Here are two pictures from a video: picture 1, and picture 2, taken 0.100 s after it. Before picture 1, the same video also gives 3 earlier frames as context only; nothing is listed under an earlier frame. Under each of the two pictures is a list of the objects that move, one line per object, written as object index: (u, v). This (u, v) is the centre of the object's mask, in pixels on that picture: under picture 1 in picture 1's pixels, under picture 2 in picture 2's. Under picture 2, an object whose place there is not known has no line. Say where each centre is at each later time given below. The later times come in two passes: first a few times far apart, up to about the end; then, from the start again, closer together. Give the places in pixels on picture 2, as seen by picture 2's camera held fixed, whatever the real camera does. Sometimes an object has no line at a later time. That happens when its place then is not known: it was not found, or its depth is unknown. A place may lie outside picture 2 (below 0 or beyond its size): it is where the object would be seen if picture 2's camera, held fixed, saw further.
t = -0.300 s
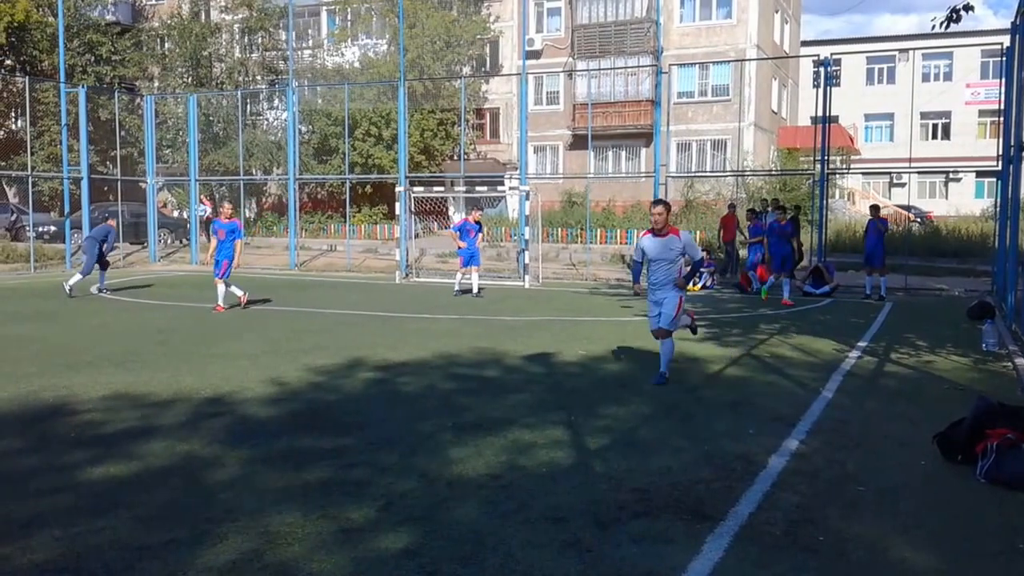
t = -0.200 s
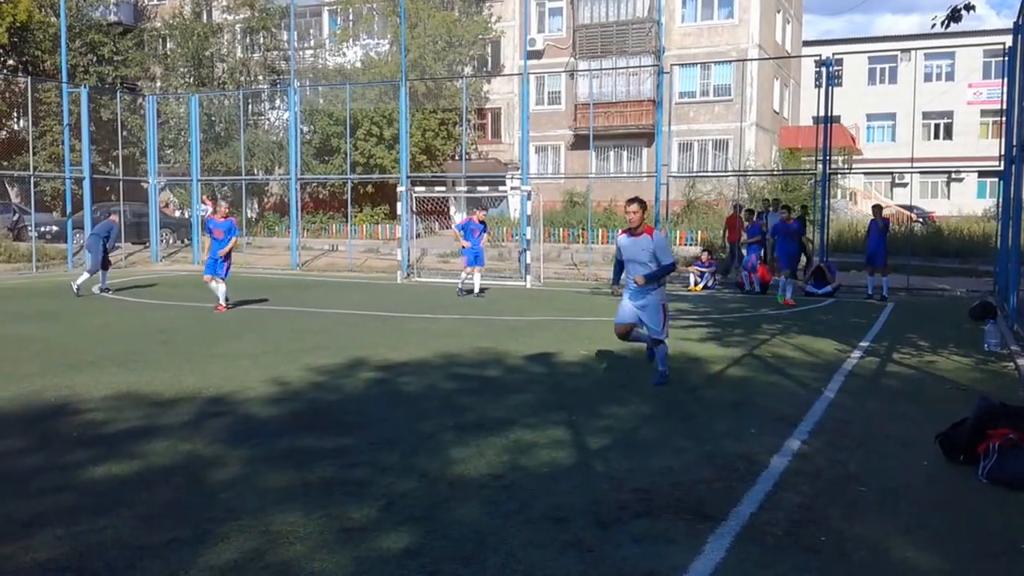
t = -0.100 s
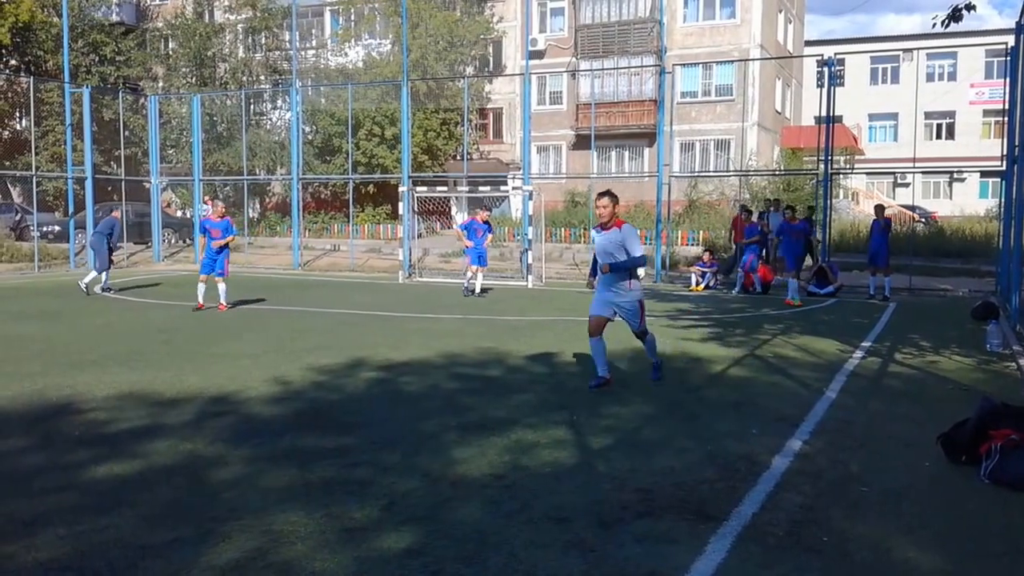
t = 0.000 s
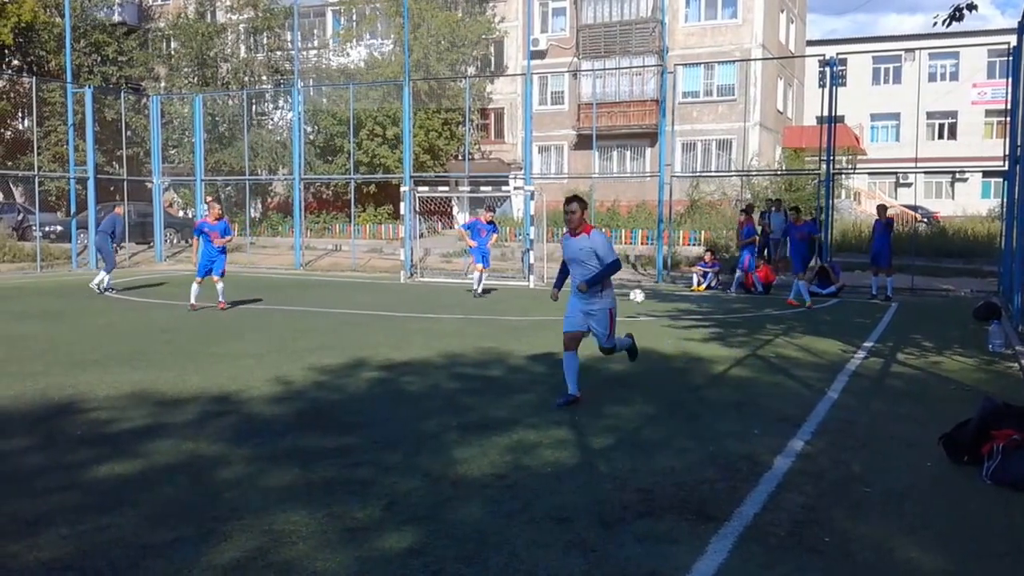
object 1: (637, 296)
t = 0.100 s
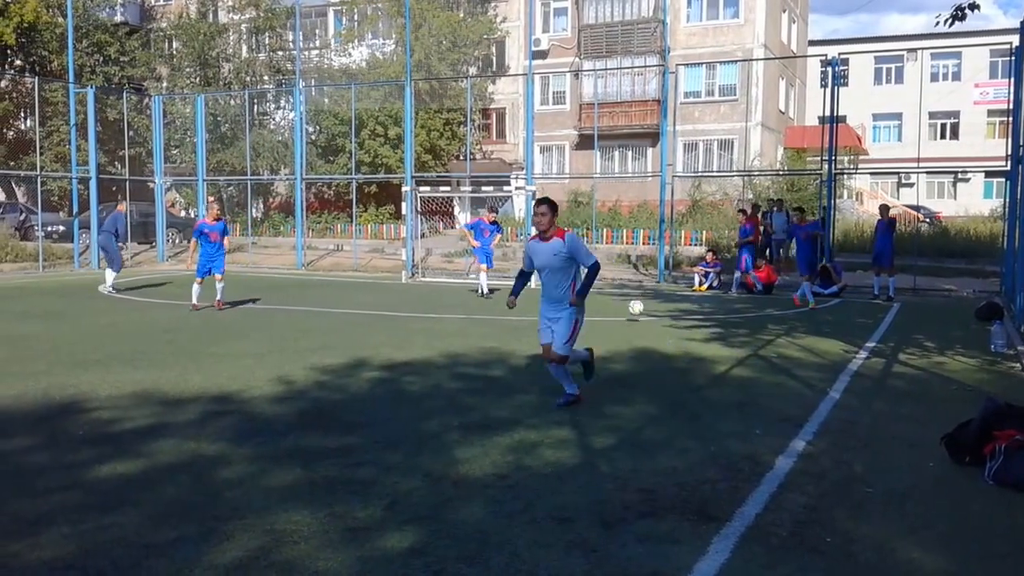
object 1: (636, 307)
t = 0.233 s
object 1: (632, 286)
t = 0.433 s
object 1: (628, 278)
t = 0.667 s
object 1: (620, 305)
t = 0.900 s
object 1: (616, 308)
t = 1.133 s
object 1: (611, 316)
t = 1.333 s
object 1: (606, 325)
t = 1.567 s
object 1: (602, 336)
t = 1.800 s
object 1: (596, 340)
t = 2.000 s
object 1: (592, 346)
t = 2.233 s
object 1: (586, 354)
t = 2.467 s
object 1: (581, 360)
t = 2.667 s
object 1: (576, 365)
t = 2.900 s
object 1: (573, 371)
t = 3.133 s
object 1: (569, 376)
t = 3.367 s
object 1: (565, 382)
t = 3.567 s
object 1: (562, 388)
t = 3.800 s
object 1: (557, 395)
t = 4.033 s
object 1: (552, 401)
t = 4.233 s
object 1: (548, 407)
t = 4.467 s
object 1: (543, 414)
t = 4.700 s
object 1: (540, 421)
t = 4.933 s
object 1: (537, 427)
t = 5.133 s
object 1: (535, 432)
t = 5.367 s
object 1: (533, 438)
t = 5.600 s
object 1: (533, 445)
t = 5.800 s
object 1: (532, 449)
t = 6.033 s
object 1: (533, 454)
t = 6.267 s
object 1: (534, 458)
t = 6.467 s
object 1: (536, 462)
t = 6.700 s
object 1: (538, 465)
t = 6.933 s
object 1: (540, 468)
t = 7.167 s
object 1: (542, 470)
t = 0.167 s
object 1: (634, 295)
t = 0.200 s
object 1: (633, 291)
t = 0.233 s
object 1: (632, 286)
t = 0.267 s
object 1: (632, 284)
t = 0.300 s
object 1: (631, 280)
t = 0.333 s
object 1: (630, 279)
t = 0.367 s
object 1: (629, 277)
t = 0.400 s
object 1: (629, 277)
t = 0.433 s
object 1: (628, 278)
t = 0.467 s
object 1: (627, 279)
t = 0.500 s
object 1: (625, 281)
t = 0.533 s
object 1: (624, 284)
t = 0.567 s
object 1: (624, 287)
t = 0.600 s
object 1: (622, 293)
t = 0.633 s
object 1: (621, 299)
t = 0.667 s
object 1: (620, 305)
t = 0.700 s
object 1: (620, 312)
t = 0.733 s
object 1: (619, 320)
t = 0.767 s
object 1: (618, 322)
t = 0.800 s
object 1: (618, 317)
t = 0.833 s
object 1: (617, 313)
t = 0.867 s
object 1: (616, 310)
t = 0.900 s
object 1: (616, 308)
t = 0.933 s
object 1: (614, 306)
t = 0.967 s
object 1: (614, 306)
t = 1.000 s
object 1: (613, 306)
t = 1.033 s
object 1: (613, 307)
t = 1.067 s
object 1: (612, 309)
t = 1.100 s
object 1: (611, 312)
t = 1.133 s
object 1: (611, 316)
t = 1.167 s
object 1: (610, 320)
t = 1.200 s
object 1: (609, 326)
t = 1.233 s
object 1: (608, 333)
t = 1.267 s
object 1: (608, 331)
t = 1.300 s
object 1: (607, 327)
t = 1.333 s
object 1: (606, 325)
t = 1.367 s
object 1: (606, 324)
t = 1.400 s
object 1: (606, 324)
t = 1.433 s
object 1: (605, 325)
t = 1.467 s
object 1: (604, 326)
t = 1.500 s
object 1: (604, 328)
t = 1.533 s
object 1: (603, 332)
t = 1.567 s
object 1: (602, 336)
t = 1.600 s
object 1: (602, 341)
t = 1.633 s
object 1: (601, 339)
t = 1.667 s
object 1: (600, 337)
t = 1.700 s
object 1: (599, 336)
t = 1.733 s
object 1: (598, 336)
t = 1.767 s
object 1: (597, 338)
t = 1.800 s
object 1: (596, 340)
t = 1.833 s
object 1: (596, 344)
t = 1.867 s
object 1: (595, 346)
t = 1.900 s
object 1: (594, 345)
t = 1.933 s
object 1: (593, 344)
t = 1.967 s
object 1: (593, 345)
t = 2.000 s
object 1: (592, 346)
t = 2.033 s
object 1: (591, 349)
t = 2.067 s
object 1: (590, 351)
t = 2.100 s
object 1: (589, 350)
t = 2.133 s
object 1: (588, 351)
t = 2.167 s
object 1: (587, 352)
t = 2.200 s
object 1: (587, 354)
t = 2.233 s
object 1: (586, 354)
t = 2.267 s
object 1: (585, 355)
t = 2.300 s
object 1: (585, 356)
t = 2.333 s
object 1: (583, 356)
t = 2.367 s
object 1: (583, 358)
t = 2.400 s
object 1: (582, 359)
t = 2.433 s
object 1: (581, 360)
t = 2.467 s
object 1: (581, 360)
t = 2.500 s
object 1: (580, 361)
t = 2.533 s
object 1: (580, 361)
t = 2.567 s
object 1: (579, 362)
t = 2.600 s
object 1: (578, 362)
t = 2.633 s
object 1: (578, 364)
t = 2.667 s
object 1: (576, 365)
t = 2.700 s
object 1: (576, 365)
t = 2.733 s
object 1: (576, 366)
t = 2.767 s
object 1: (575, 367)
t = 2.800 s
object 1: (574, 367)
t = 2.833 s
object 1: (574, 369)
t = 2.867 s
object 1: (573, 370)
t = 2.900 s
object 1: (573, 371)
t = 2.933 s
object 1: (572, 371)
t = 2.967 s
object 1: (572, 372)
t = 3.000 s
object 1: (571, 373)
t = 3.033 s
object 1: (571, 373)
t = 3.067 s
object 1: (570, 375)
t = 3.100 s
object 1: (570, 375)
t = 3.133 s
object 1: (569, 376)
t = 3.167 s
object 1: (569, 377)
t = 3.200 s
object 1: (568, 377)
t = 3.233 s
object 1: (568, 379)
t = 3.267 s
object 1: (567, 379)
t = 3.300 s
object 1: (567, 380)
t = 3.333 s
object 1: (566, 381)
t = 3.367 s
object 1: (565, 382)
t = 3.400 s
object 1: (565, 383)
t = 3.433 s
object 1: (564, 384)
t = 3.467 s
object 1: (563, 385)
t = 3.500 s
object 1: (563, 386)
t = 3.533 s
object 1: (562, 387)
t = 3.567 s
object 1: (562, 388)
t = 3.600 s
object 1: (561, 389)
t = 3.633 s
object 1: (560, 390)
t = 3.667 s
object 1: (560, 392)
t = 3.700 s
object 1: (559, 392)
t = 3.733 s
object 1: (559, 393)
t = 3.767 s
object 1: (558, 394)
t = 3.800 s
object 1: (557, 395)
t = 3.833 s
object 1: (557, 396)
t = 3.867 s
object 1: (556, 397)
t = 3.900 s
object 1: (555, 398)
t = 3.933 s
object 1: (554, 399)
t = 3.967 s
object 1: (554, 400)
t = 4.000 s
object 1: (553, 401)
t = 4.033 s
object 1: (552, 401)
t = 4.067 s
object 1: (552, 403)
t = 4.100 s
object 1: (551, 403)
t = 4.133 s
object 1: (550, 404)
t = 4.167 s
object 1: (549, 406)
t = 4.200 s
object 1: (549, 406)
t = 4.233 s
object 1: (548, 407)
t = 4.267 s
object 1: (547, 408)
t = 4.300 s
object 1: (547, 409)
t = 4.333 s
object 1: (546, 410)
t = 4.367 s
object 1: (545, 411)
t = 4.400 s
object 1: (545, 412)
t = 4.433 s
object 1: (544, 413)
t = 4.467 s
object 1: (543, 414)
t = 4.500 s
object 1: (543, 415)
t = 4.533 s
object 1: (542, 416)
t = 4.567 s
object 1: (542, 417)
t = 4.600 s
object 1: (541, 418)
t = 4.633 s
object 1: (541, 419)
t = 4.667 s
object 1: (540, 420)
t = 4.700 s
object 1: (540, 421)
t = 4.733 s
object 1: (539, 421)
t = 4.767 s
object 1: (539, 422)
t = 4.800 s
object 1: (538, 423)
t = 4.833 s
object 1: (538, 424)
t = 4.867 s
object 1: (538, 424)
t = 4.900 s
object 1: (537, 425)
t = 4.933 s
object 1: (537, 427)
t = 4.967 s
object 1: (536, 428)
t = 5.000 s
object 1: (536, 428)
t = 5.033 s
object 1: (536, 430)
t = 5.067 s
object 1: (535, 430)
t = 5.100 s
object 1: (535, 431)
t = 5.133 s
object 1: (535, 432)
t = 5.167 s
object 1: (534, 433)
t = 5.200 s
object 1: (534, 434)
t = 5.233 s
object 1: (534, 435)
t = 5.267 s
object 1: (533, 435)
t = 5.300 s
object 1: (533, 436)
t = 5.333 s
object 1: (533, 438)
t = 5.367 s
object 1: (533, 438)
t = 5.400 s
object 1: (533, 439)
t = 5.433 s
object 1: (532, 440)
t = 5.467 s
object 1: (533, 441)
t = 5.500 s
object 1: (532, 442)
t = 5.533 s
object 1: (533, 443)
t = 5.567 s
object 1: (532, 444)
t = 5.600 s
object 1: (533, 445)
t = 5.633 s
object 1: (533, 445)
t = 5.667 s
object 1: (533, 445)
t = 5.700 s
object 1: (532, 447)
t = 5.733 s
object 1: (532, 448)
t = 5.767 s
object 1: (532, 449)
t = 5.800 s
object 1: (532, 449)
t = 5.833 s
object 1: (532, 449)
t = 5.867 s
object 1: (533, 451)
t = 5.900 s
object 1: (533, 451)
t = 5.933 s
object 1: (533, 451)
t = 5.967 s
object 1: (532, 453)
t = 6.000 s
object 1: (533, 454)
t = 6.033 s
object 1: (533, 454)
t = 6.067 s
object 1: (533, 455)
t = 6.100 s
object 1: (533, 455)
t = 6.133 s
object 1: (533, 456)
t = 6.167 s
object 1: (534, 457)
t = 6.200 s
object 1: (534, 458)
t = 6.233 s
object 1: (534, 458)
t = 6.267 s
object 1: (534, 458)
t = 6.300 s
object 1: (535, 459)
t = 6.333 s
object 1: (535, 459)
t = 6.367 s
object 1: (535, 460)
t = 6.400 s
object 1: (535, 461)
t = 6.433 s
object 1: (536, 461)
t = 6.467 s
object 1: (536, 462)
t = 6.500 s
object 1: (536, 462)
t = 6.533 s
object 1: (537, 463)
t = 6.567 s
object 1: (537, 463)
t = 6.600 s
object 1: (537, 464)
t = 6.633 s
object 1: (538, 464)
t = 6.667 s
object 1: (538, 464)
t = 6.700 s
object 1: (538, 465)
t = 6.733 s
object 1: (538, 465)
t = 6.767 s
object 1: (539, 466)
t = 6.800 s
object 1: (539, 467)
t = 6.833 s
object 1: (540, 467)
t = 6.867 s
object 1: (540, 468)
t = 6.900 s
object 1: (540, 468)
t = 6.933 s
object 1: (540, 468)
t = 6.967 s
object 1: (541, 469)
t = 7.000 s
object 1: (542, 469)
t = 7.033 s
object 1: (541, 469)
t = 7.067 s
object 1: (541, 469)
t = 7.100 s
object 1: (541, 469)
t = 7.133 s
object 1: (542, 469)
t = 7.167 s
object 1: (542, 470)
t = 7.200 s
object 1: (542, 470)
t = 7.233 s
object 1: (542, 471)
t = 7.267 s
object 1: (542, 471)
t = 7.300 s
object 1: (542, 471)
